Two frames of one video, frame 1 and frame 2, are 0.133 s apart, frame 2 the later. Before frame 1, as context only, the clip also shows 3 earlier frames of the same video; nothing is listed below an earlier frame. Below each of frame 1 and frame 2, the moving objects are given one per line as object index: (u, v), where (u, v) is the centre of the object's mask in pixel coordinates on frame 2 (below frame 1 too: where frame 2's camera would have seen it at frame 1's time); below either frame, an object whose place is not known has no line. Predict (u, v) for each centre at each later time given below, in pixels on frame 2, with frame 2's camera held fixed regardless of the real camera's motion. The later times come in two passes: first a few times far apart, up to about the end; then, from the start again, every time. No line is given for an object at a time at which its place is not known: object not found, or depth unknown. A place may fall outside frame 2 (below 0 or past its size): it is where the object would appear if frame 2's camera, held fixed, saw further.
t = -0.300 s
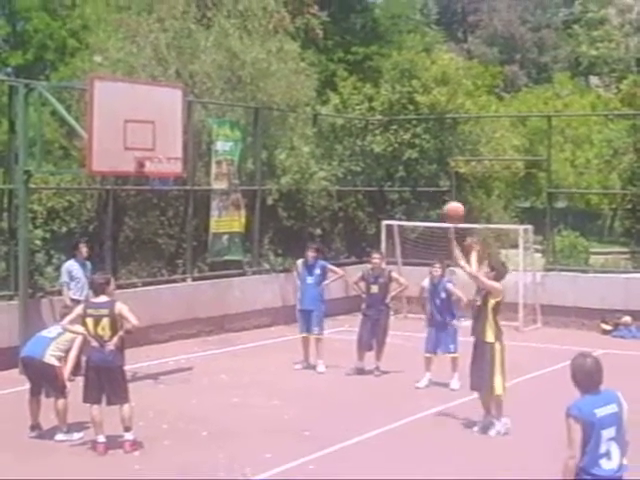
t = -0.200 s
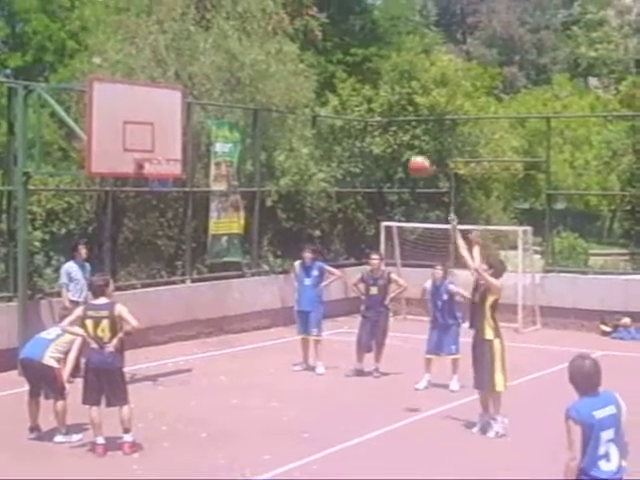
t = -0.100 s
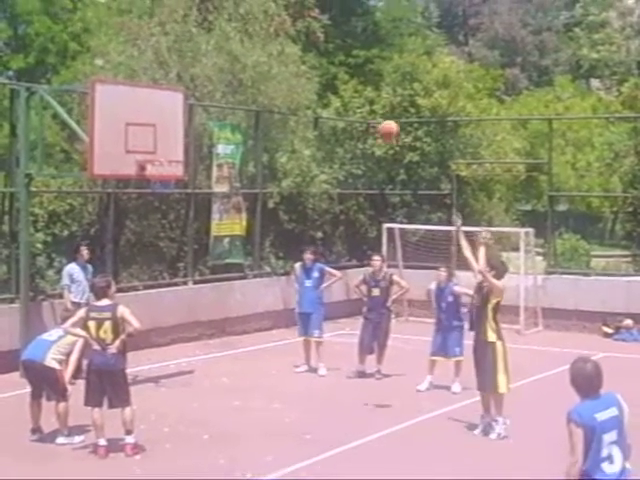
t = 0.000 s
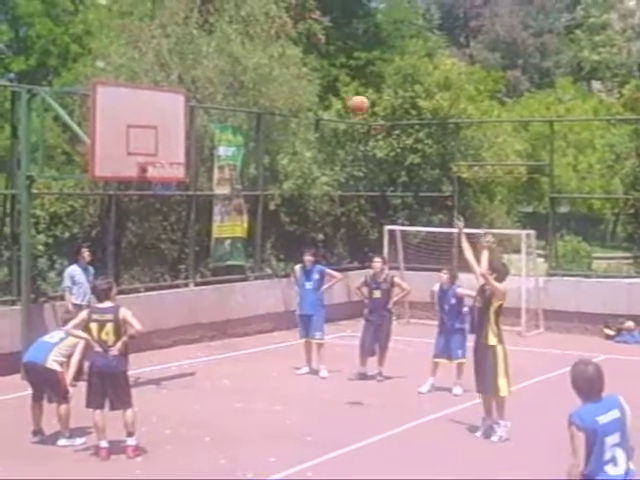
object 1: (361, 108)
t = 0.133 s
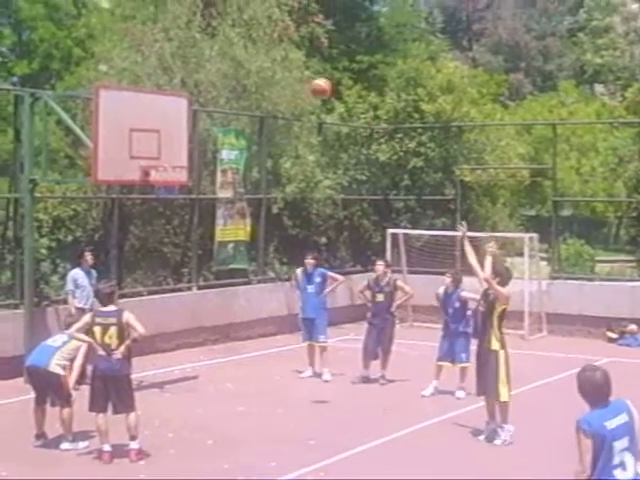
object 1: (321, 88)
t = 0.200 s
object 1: (301, 83)
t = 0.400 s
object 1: (244, 92)
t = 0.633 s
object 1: (183, 140)
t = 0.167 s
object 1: (310, 84)
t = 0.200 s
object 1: (301, 83)
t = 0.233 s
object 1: (291, 82)
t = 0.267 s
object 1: (282, 82)
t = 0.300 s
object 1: (273, 83)
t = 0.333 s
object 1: (263, 85)
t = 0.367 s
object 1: (254, 87)
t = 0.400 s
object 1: (244, 92)
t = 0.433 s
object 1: (235, 95)
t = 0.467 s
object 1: (226, 100)
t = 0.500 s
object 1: (217, 107)
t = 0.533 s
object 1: (208, 114)
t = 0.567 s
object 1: (199, 119)
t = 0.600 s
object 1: (192, 130)
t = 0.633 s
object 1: (183, 140)
